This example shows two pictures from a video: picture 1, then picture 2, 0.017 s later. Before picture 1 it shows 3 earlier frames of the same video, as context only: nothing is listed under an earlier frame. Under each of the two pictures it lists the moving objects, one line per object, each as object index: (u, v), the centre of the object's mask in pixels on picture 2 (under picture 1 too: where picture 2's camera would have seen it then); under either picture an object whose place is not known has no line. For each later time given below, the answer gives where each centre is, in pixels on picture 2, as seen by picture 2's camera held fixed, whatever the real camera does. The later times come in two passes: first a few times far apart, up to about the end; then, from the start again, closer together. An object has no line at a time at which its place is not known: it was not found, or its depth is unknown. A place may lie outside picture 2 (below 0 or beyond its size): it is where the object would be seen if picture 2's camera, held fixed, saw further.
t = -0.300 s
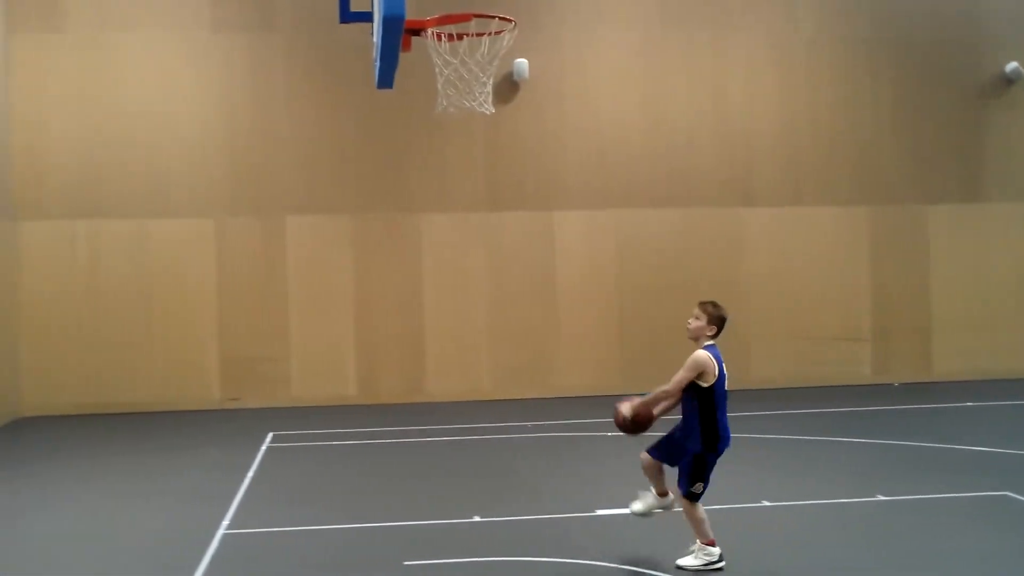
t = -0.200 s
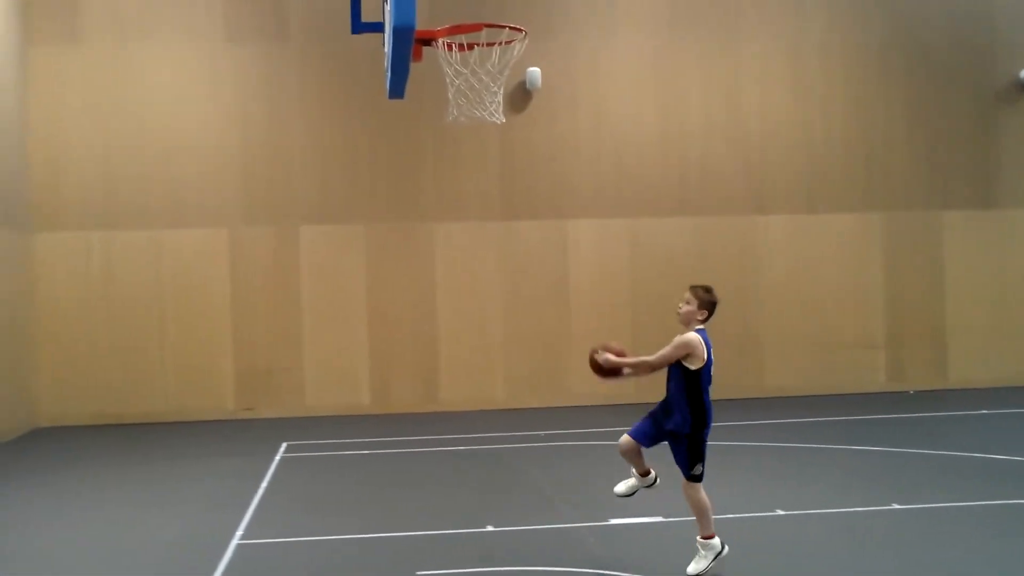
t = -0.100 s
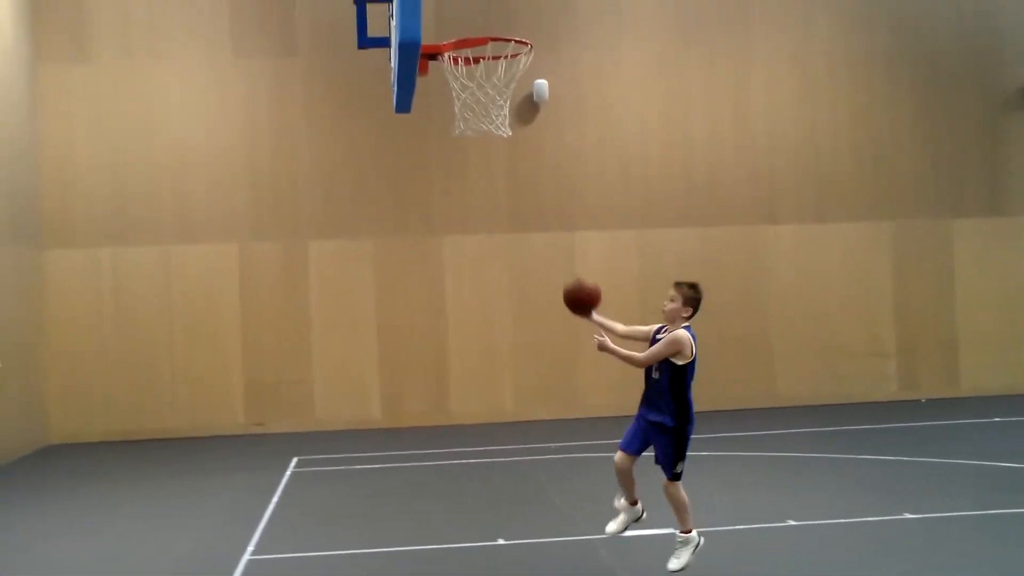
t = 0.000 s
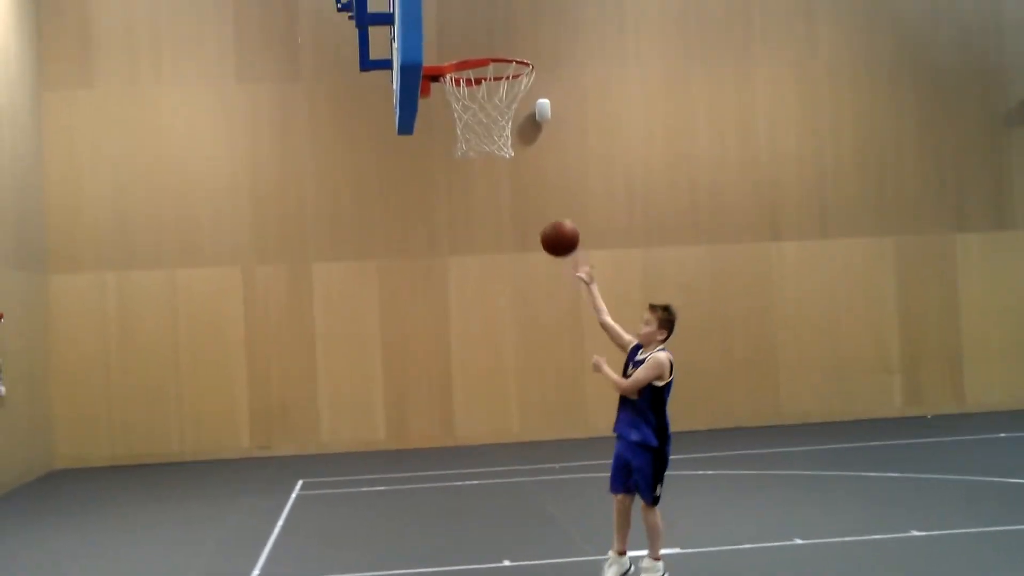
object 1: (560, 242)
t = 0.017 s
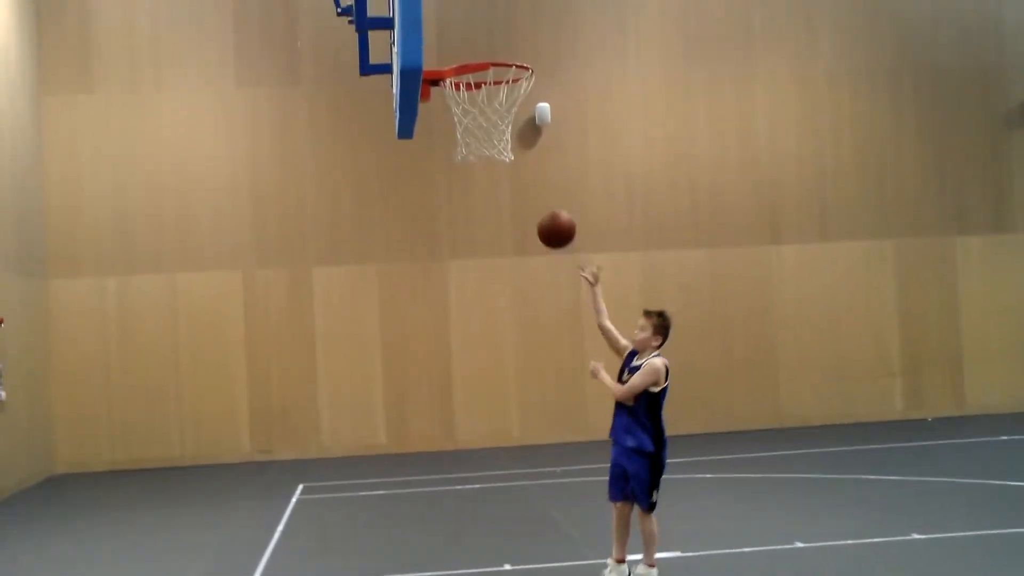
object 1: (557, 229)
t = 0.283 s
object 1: (499, 87)
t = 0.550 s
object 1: (442, 52)
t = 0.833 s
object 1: (447, 52)
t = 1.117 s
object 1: (454, 110)
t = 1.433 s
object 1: (473, 302)
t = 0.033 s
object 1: (553, 219)
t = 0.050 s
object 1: (550, 207)
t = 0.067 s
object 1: (546, 197)
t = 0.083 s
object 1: (541, 188)
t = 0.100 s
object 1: (537, 177)
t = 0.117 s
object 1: (534, 167)
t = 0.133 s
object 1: (531, 158)
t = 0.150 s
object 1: (529, 146)
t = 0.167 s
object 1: (526, 138)
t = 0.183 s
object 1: (524, 130)
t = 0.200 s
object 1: (519, 122)
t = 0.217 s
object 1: (514, 114)
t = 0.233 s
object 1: (510, 107)
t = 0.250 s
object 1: (506, 101)
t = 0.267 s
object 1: (502, 93)
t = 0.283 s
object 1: (499, 87)
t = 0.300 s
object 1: (496, 84)
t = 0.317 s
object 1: (493, 75)
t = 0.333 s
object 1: (492, 68)
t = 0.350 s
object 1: (487, 62)
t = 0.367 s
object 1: (481, 58)
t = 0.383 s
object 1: (477, 51)
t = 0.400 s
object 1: (473, 50)
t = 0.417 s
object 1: (470, 49)
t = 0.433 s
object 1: (466, 50)
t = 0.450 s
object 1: (462, 50)
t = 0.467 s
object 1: (458, 49)
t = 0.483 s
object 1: (455, 49)
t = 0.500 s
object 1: (451, 49)
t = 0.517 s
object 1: (448, 49)
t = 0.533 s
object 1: (445, 50)
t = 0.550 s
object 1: (442, 52)
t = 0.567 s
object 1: (440, 53)
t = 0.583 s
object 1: (439, 54)
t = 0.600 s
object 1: (439, 55)
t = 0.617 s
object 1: (440, 55)
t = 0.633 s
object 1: (441, 53)
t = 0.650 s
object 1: (441, 52)
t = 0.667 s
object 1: (442, 50)
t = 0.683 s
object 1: (442, 49)
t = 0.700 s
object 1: (442, 48)
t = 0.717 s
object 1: (443, 47)
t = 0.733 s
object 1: (444, 47)
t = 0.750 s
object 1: (444, 47)
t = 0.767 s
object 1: (445, 47)
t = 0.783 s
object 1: (446, 48)
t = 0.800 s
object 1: (446, 49)
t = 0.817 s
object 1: (447, 51)
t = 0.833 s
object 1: (447, 52)
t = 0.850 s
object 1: (448, 54)
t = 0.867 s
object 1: (448, 55)
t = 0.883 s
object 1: (450, 57)
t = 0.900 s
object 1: (450, 58)
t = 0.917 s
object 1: (450, 58)
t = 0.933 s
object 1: (450, 58)
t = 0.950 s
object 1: (450, 58)
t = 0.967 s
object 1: (451, 59)
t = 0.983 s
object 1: (451, 59)
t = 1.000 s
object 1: (451, 61)
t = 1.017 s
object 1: (451, 63)
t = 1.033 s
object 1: (451, 64)
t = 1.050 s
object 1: (454, 97)
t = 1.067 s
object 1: (454, 99)
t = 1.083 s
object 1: (451, 105)
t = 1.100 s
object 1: (453, 108)
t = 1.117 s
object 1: (454, 110)
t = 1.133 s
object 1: (454, 115)
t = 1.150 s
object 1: (455, 123)
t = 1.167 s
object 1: (450, 128)
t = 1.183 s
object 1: (451, 135)
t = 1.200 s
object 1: (451, 142)
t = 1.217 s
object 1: (454, 152)
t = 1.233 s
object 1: (457, 162)
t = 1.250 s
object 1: (460, 172)
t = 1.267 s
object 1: (463, 181)
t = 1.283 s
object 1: (463, 192)
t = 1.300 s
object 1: (463, 200)
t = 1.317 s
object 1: (465, 212)
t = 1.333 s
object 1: (465, 225)
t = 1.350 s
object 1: (467, 237)
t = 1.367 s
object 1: (468, 250)
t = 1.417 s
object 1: (472, 288)
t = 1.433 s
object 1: (473, 302)
